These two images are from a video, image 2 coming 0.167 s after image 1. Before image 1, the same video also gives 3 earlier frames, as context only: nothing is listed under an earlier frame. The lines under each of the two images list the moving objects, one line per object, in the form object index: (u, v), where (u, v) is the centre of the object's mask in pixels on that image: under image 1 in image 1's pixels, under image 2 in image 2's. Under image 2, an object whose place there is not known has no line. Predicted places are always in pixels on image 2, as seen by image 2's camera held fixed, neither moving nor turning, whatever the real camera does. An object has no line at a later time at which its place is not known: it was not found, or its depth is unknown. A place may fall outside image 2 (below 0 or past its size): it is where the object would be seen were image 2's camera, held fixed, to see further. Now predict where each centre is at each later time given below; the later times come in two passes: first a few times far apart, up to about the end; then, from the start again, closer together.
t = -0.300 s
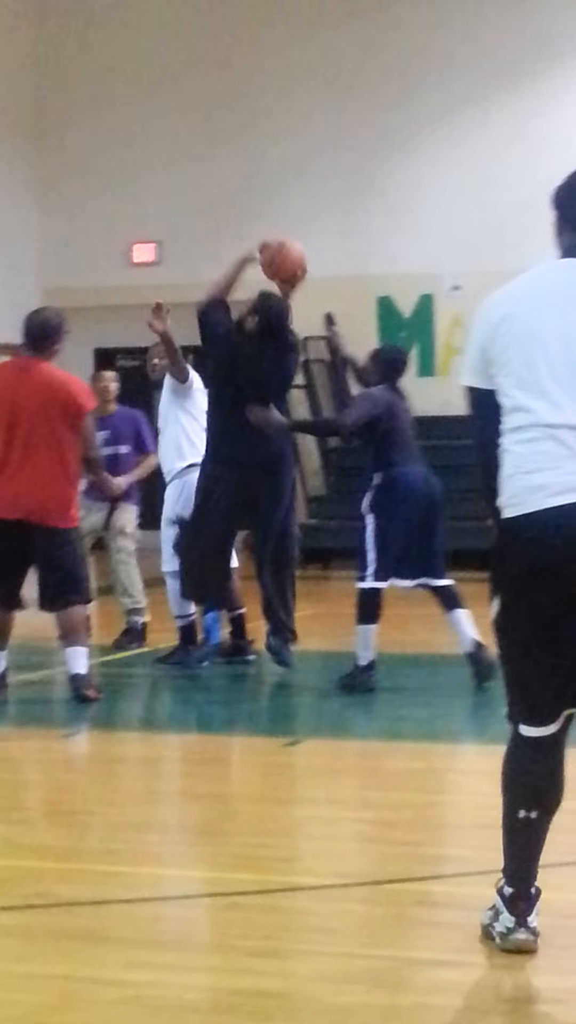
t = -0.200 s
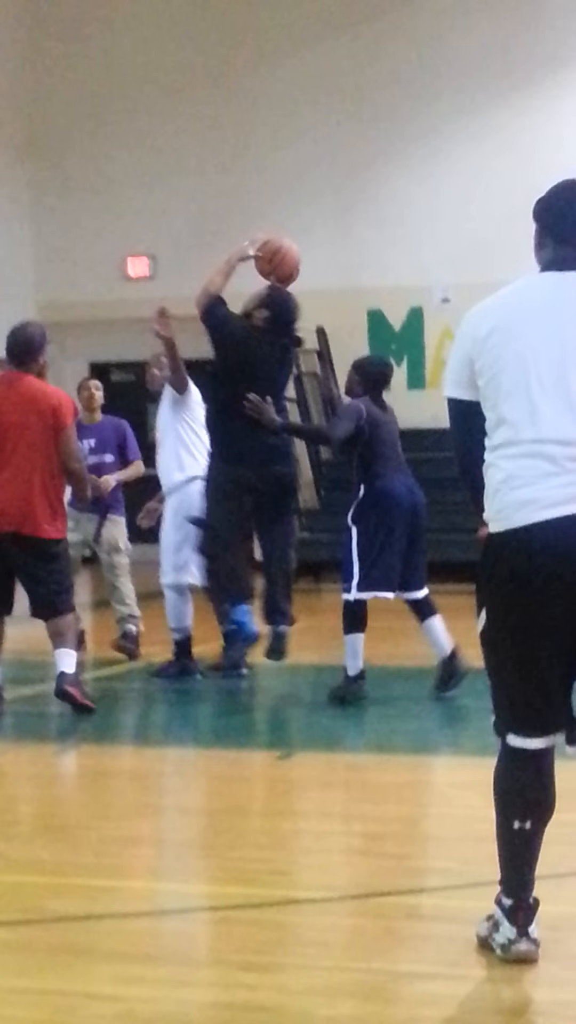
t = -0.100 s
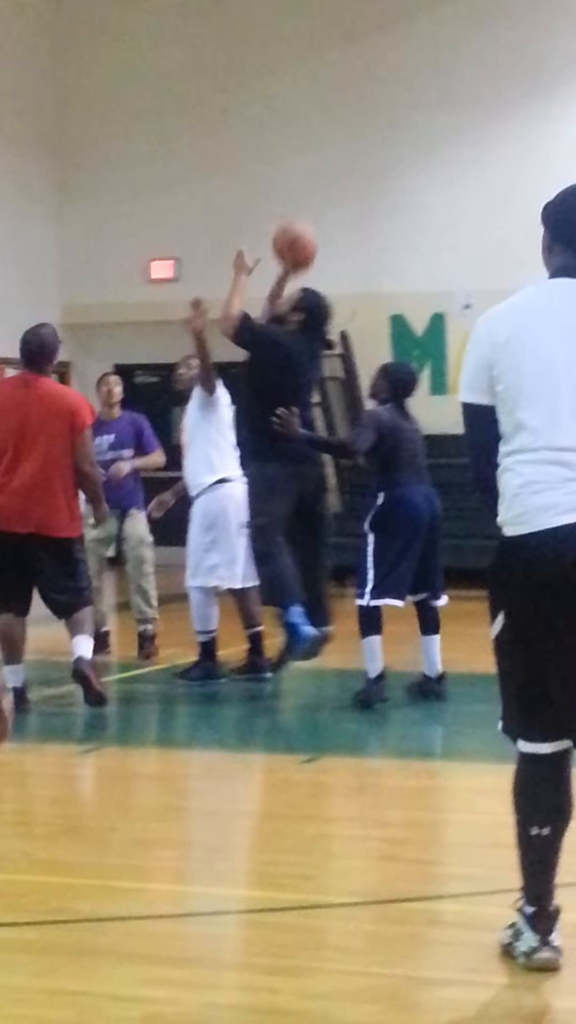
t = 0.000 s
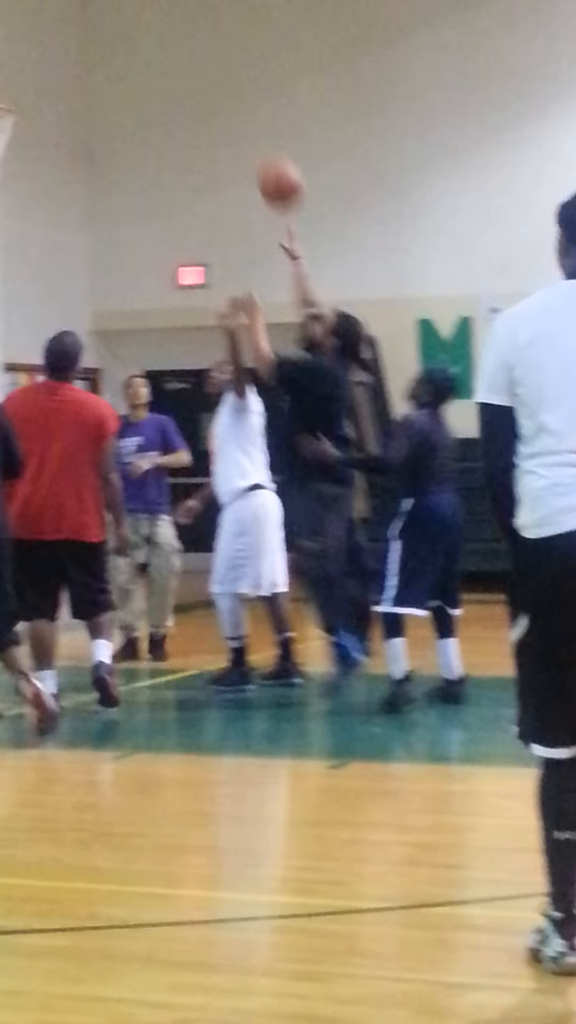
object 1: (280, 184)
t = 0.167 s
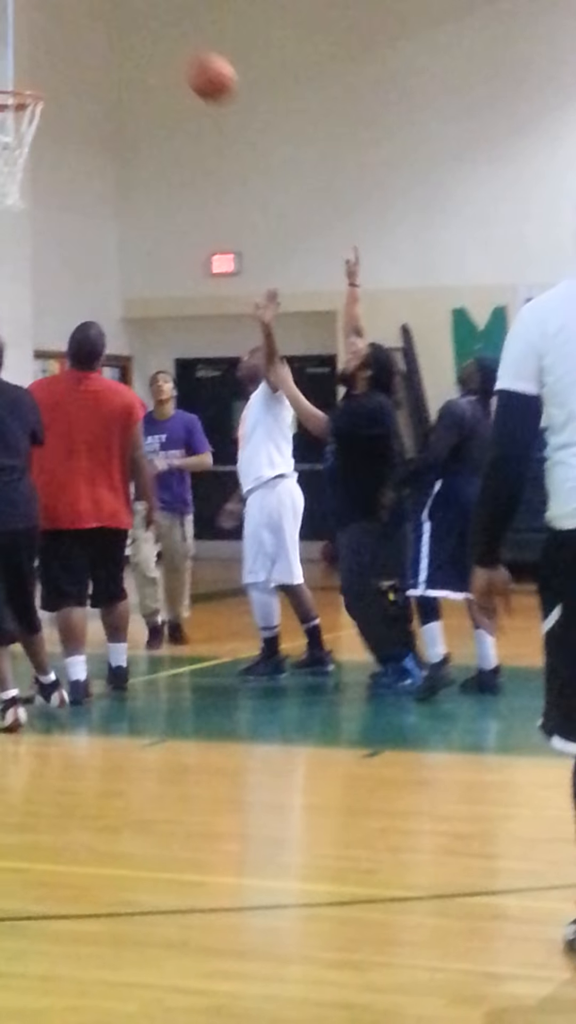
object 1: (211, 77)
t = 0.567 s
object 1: (-18, 70)
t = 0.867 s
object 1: (58, 81)
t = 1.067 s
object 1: (109, 146)
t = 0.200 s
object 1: (192, 65)
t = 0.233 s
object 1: (172, 55)
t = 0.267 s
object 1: (153, 47)
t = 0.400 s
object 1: (78, 37)
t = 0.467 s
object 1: (38, 45)
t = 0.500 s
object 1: (20, 52)
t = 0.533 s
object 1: (1, 60)
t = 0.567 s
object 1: (-18, 70)
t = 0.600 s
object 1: (-17, 76)
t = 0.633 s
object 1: (-6, 78)
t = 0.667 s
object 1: (4, 77)
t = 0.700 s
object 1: (13, 73)
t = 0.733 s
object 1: (23, 72)
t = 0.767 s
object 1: (31, 71)
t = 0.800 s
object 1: (39, 73)
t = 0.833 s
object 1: (48, 75)
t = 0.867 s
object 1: (58, 81)
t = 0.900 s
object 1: (66, 87)
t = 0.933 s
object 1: (74, 95)
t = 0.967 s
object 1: (83, 104)
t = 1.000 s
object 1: (90, 116)
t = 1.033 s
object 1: (100, 131)
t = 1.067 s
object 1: (109, 146)
